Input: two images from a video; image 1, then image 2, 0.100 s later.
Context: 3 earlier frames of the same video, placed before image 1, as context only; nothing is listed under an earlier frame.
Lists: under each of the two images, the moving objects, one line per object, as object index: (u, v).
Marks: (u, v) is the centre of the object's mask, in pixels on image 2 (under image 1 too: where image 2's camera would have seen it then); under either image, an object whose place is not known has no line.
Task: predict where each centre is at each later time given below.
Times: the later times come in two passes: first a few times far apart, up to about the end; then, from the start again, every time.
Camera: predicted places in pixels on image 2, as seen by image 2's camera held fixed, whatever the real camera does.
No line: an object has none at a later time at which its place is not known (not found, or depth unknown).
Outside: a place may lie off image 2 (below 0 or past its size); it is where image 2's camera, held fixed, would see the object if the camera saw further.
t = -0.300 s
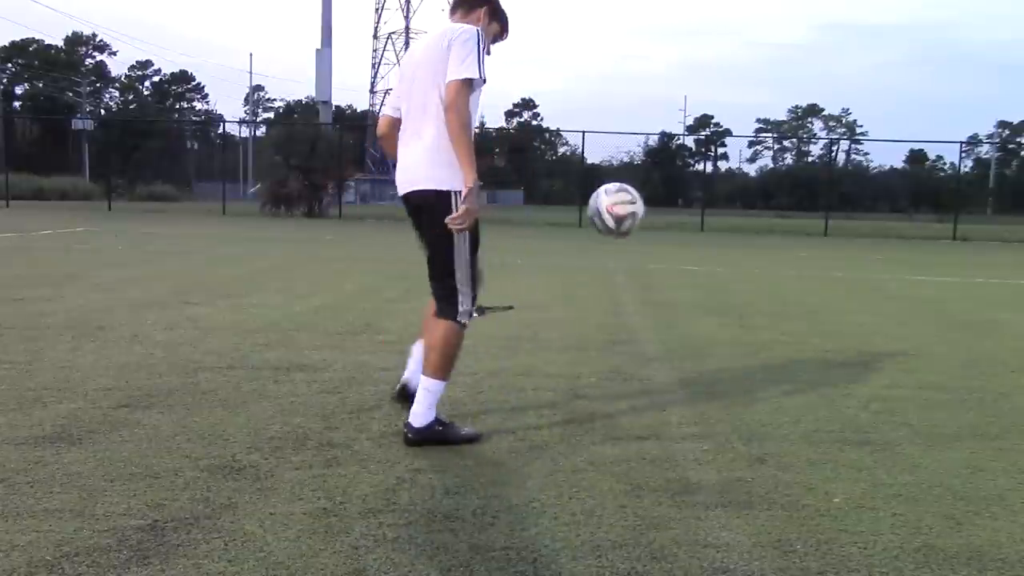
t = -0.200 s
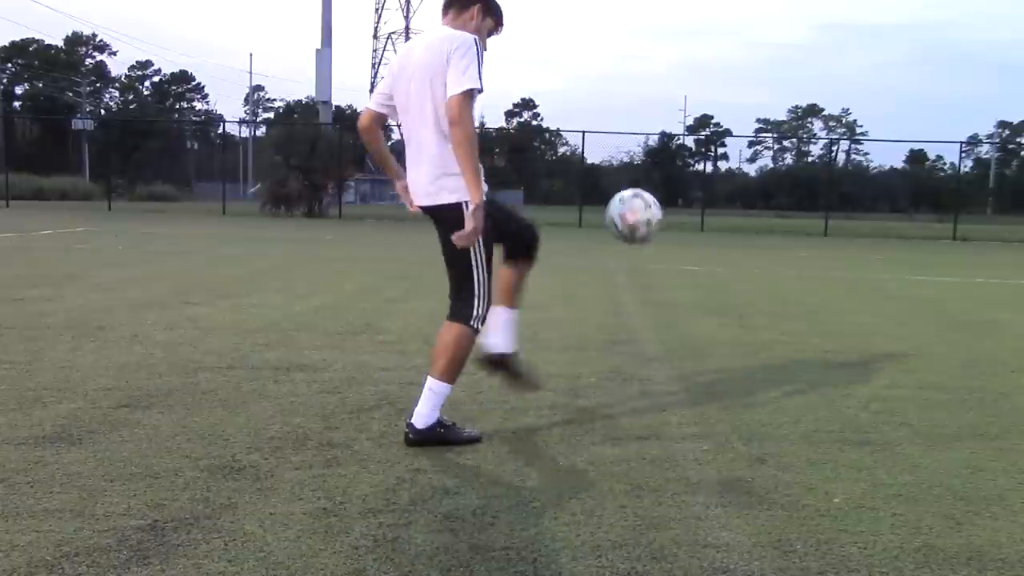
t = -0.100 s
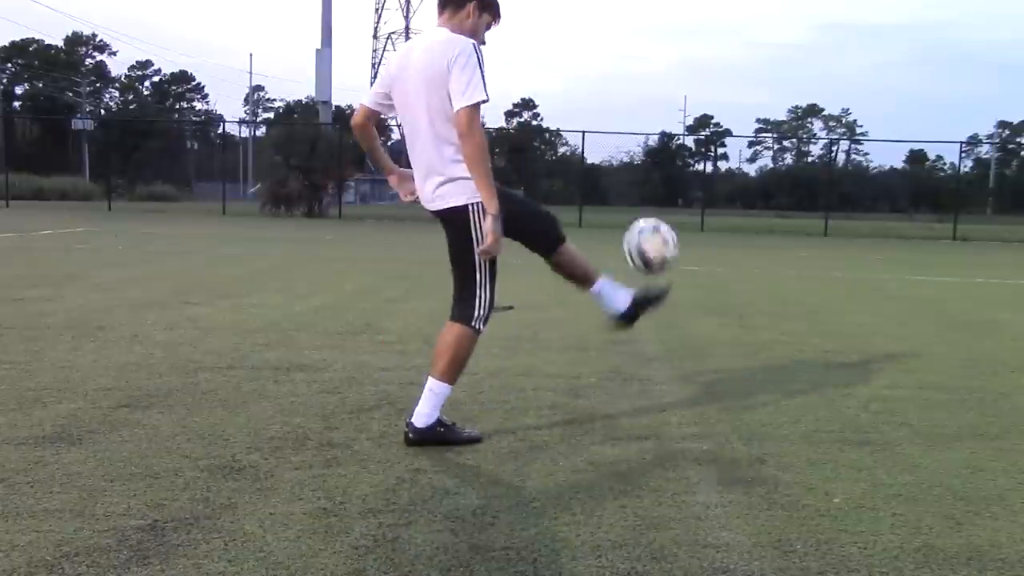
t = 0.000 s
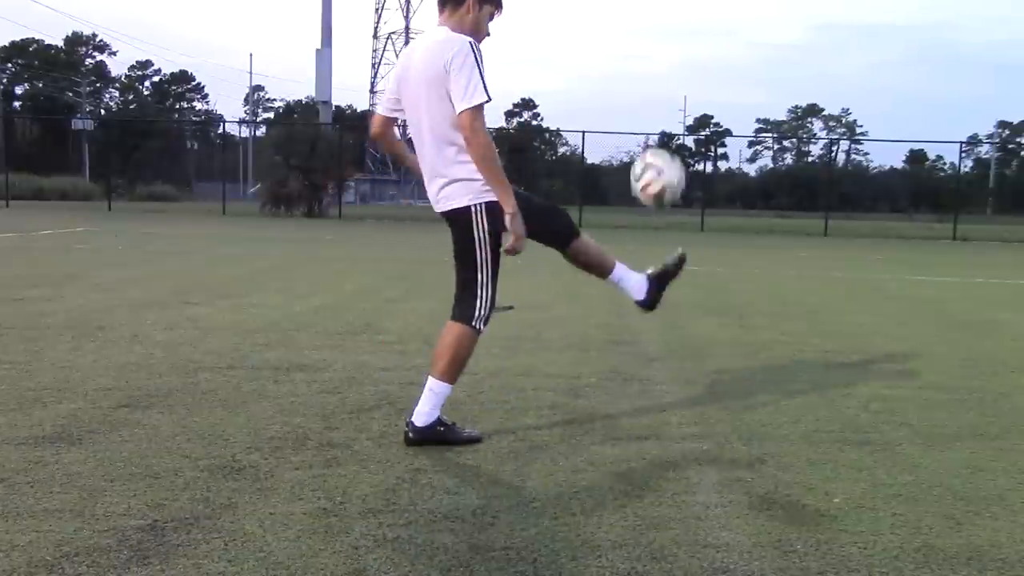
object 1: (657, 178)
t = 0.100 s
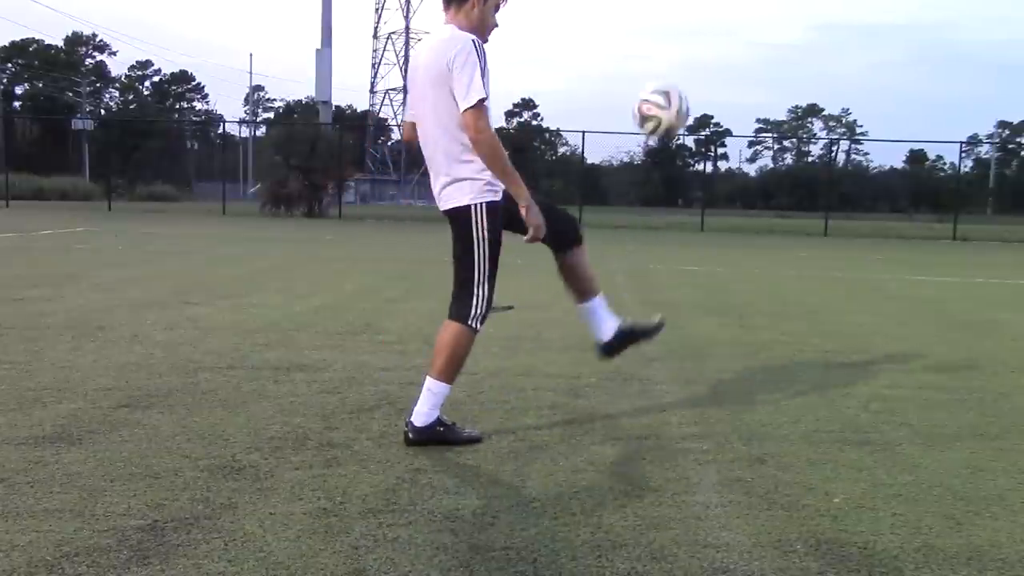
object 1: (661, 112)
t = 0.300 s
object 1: (664, 42)
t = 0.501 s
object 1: (660, 73)
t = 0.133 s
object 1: (662, 92)
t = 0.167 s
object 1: (662, 78)
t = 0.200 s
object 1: (663, 65)
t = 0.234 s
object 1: (663, 54)
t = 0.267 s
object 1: (663, 47)
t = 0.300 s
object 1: (664, 42)
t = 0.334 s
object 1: (663, 40)
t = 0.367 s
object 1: (663, 41)
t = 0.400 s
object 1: (663, 45)
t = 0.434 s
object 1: (662, 51)
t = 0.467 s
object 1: (661, 60)
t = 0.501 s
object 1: (660, 73)
